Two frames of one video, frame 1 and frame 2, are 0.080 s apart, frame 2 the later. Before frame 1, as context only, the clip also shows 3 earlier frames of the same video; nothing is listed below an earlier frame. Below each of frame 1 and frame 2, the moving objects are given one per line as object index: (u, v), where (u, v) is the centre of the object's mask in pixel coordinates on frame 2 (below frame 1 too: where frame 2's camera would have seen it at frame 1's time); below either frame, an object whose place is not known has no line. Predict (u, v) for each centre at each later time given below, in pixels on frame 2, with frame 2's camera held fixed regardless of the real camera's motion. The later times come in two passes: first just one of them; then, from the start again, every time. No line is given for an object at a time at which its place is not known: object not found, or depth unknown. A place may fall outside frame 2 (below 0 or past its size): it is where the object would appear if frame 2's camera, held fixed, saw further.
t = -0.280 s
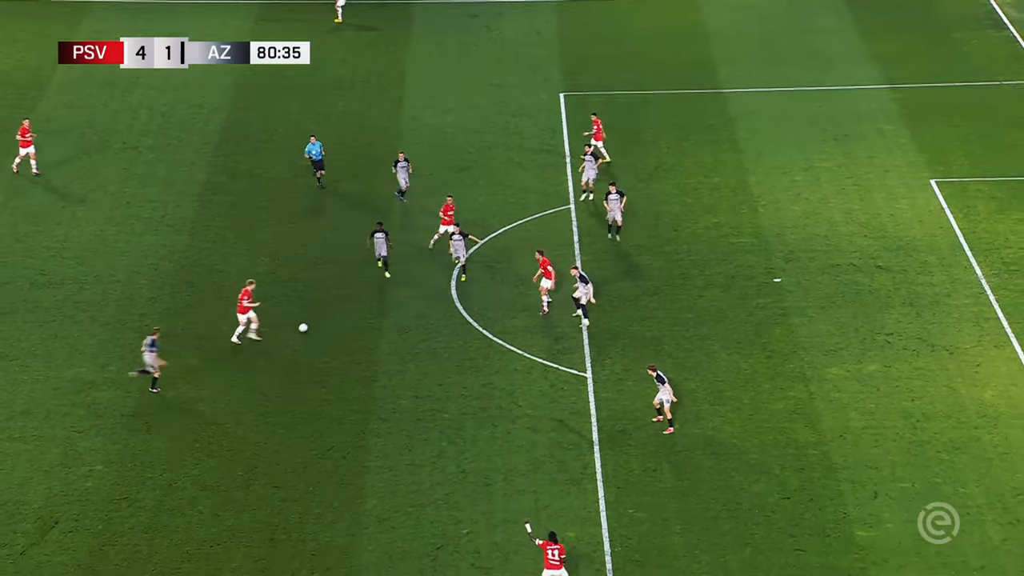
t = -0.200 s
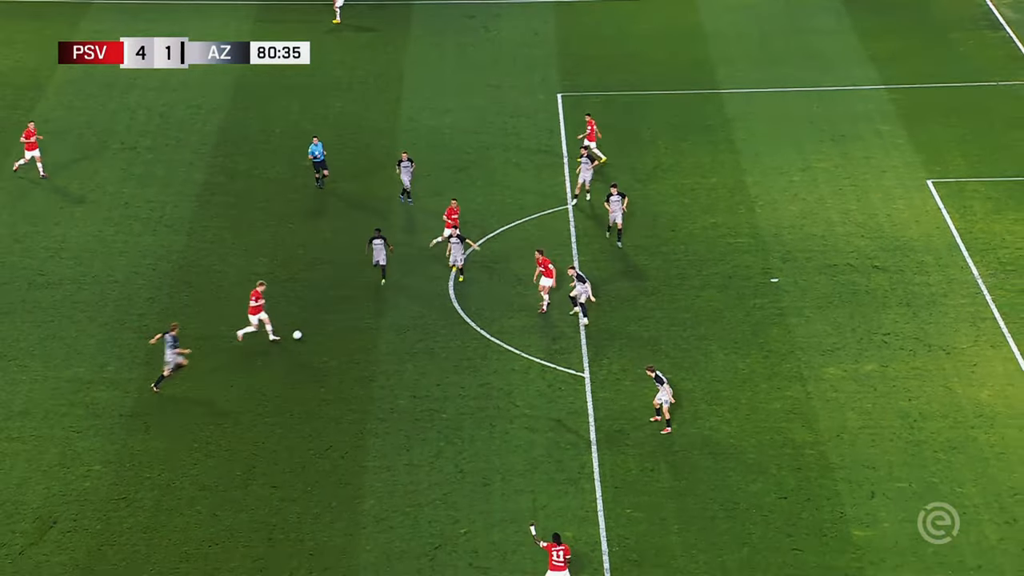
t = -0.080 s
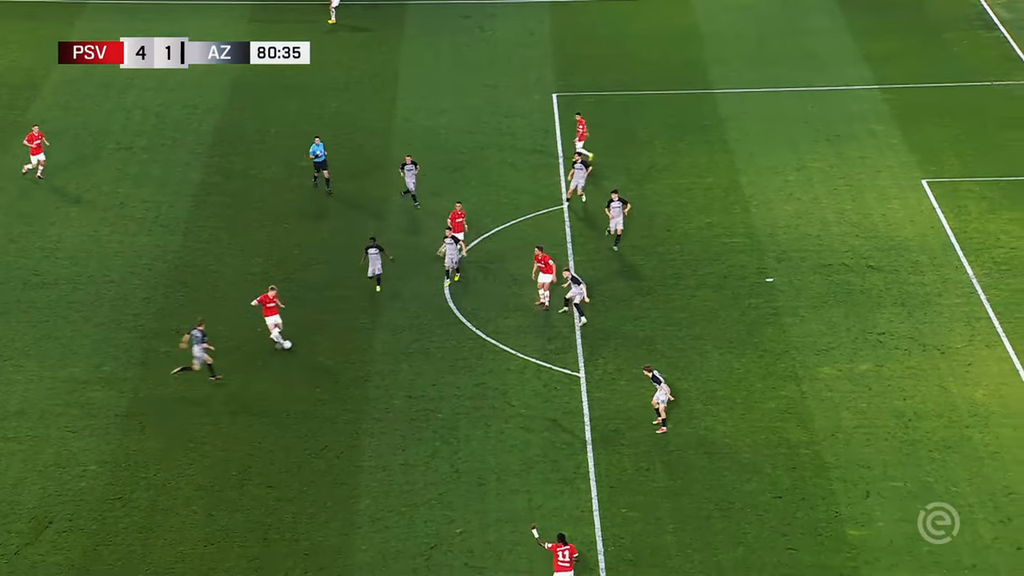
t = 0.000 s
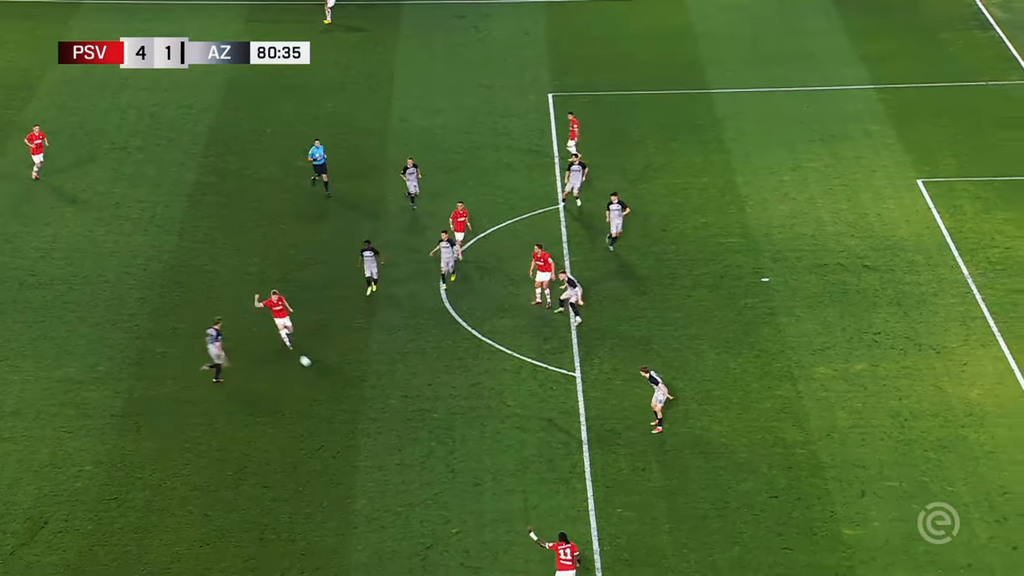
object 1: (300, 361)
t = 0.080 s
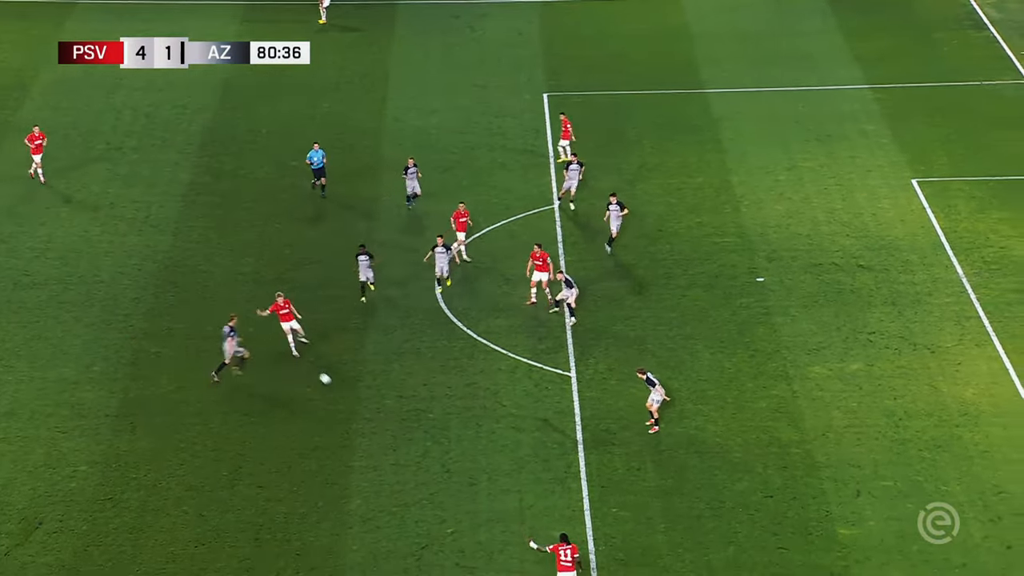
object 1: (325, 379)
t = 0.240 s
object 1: (372, 413)
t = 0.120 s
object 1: (337, 387)
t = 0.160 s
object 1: (349, 396)
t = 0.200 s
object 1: (360, 404)
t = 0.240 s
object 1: (372, 413)
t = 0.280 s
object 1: (383, 421)
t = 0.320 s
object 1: (394, 429)
